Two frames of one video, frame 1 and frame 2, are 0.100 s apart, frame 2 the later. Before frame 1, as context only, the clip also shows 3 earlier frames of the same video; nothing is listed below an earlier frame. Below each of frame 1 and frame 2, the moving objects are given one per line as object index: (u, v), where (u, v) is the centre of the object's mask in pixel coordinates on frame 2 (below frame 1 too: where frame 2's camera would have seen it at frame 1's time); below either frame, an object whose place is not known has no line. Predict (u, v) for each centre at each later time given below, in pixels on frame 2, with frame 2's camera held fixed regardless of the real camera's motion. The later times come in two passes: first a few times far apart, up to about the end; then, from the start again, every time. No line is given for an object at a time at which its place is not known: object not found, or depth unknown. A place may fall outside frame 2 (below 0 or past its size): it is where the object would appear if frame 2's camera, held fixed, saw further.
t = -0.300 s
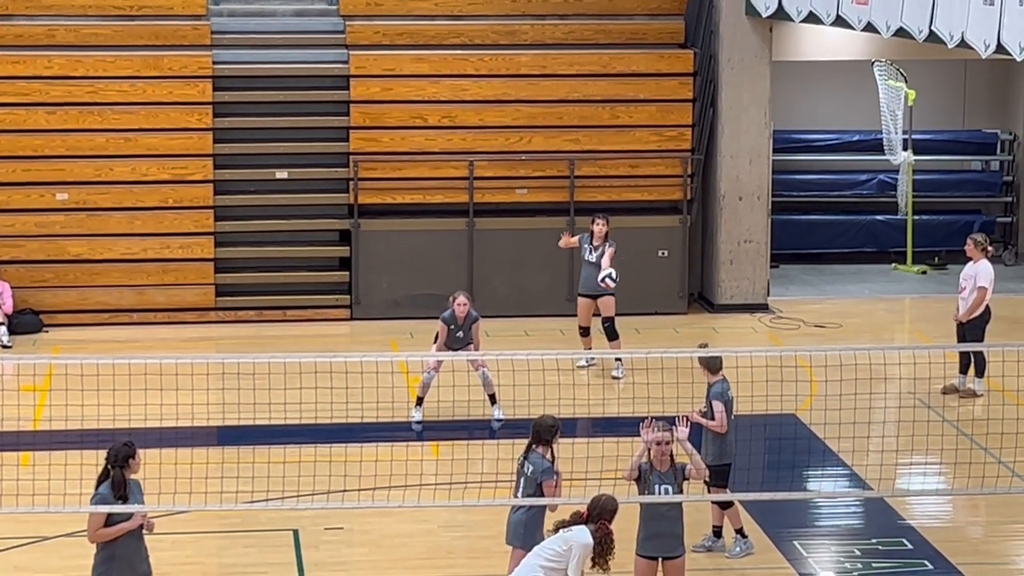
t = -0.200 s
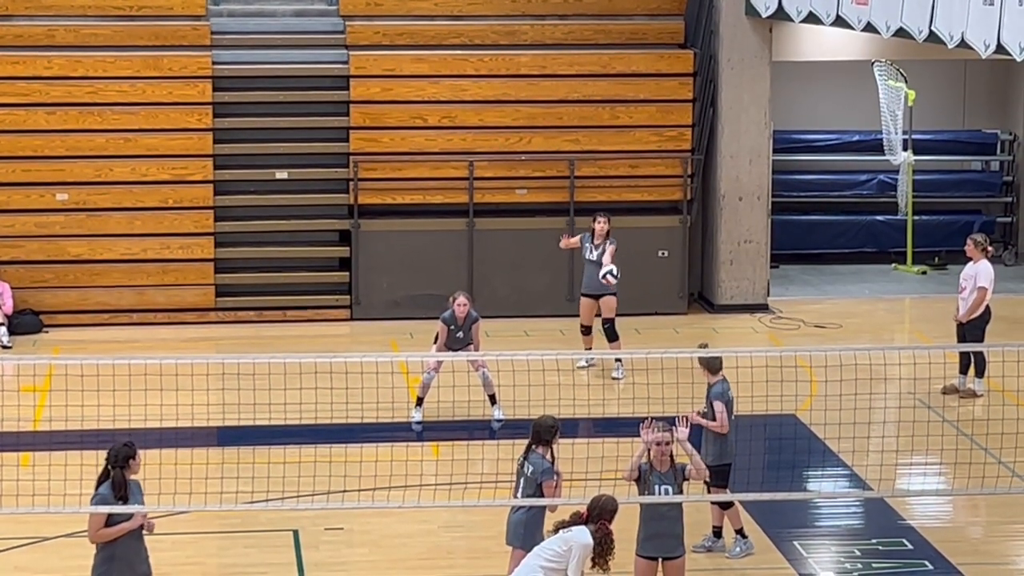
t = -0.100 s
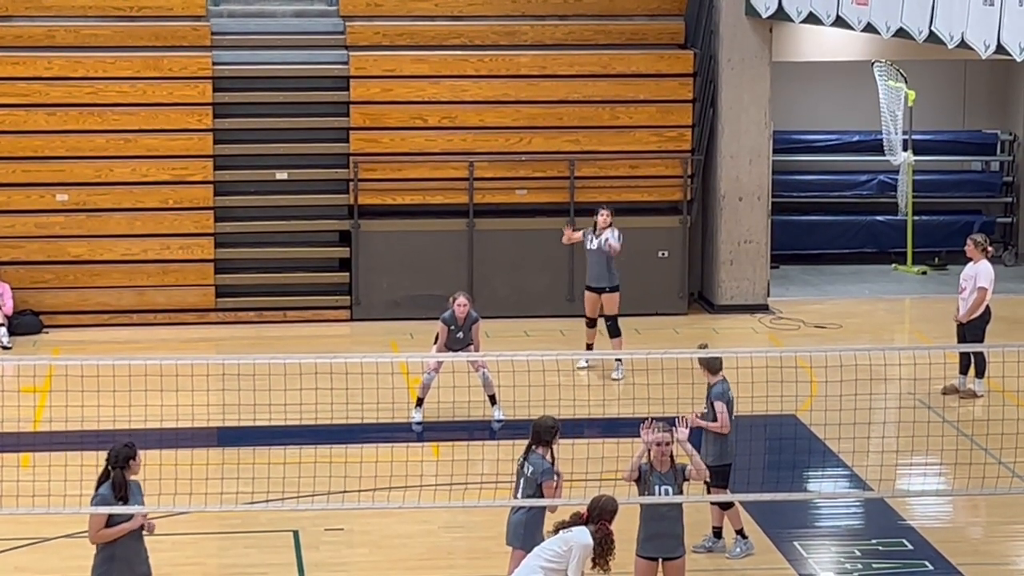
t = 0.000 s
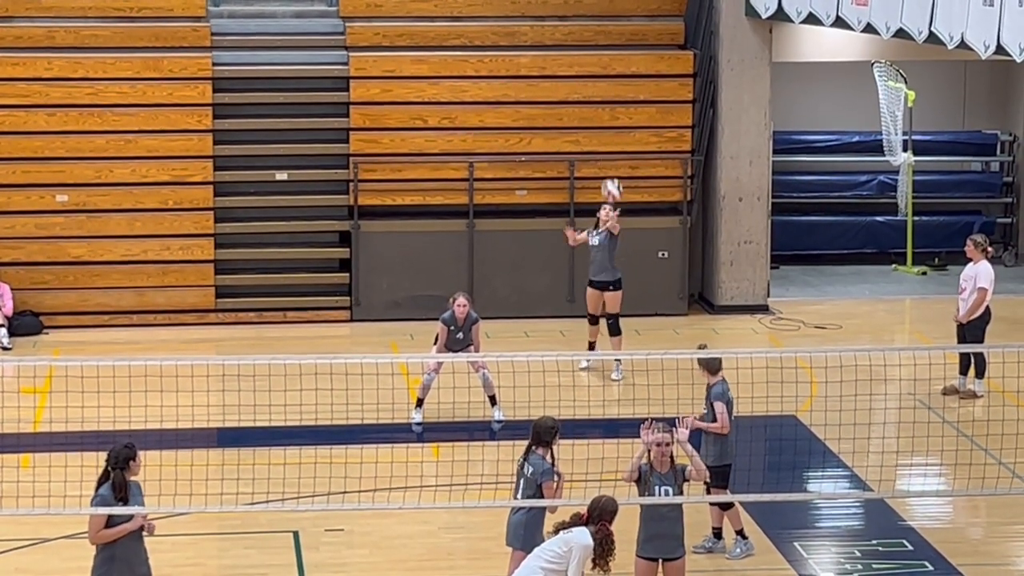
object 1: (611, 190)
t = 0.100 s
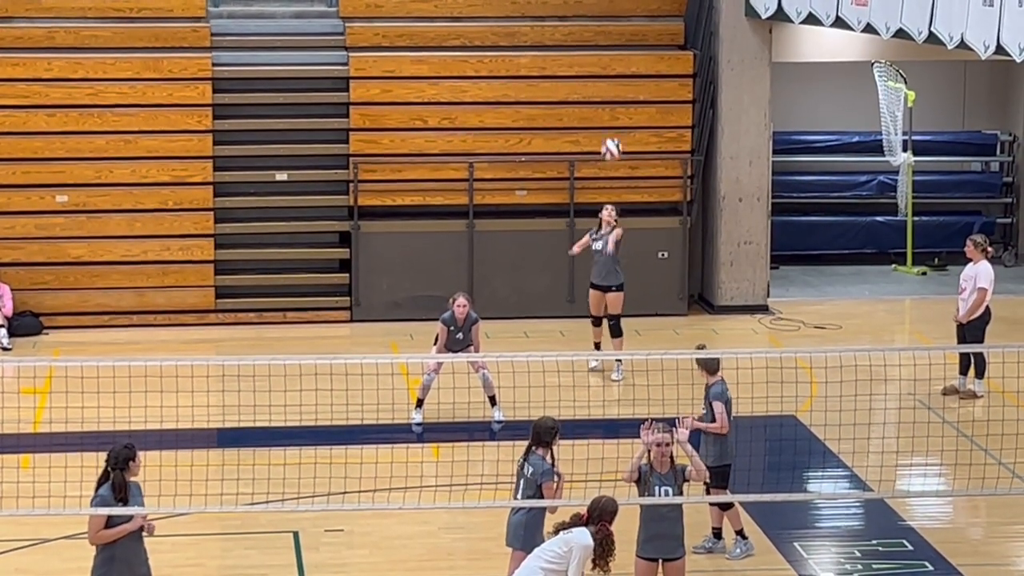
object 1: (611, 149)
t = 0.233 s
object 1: (611, 109)
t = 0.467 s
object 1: (610, 83)
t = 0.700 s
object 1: (608, 109)
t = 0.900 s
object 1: (607, 173)
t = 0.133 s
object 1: (611, 137)
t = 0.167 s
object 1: (611, 127)
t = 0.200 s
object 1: (611, 117)
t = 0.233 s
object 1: (611, 109)
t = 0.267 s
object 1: (611, 102)
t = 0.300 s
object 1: (611, 95)
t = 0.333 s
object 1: (611, 91)
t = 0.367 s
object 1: (611, 87)
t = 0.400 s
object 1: (611, 85)
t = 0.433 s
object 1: (610, 83)
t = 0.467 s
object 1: (610, 83)
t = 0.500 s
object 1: (610, 83)
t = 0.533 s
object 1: (609, 85)
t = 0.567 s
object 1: (609, 87)
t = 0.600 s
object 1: (609, 91)
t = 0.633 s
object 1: (609, 96)
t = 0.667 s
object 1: (608, 102)
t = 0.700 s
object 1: (608, 109)
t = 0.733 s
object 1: (608, 117)
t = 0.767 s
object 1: (608, 126)
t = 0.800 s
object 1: (608, 136)
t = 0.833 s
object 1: (608, 148)
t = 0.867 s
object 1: (608, 160)
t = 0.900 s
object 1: (607, 173)
